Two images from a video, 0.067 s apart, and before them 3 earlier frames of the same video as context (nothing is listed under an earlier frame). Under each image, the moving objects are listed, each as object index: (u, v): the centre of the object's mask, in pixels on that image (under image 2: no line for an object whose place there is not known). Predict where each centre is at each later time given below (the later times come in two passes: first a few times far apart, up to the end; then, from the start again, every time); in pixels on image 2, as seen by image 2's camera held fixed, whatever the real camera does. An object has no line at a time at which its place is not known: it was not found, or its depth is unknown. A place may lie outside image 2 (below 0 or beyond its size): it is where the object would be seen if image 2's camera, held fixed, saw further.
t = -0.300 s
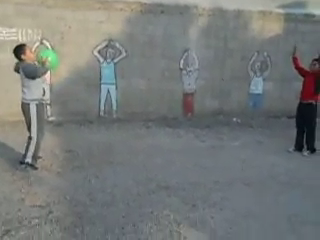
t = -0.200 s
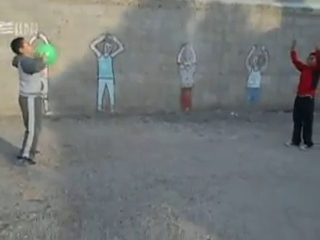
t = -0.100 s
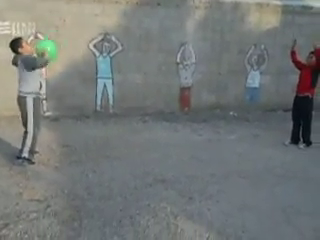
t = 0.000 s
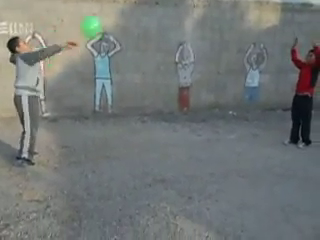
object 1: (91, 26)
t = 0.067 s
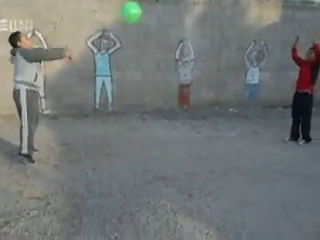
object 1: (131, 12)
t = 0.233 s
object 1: (210, 7)
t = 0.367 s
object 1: (254, 21)
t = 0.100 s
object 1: (148, 8)
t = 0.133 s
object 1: (166, 6)
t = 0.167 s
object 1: (182, 6)
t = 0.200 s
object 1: (196, 5)
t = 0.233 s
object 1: (210, 7)
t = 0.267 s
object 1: (222, 10)
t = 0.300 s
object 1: (233, 13)
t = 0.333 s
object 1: (244, 18)
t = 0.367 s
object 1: (254, 21)
